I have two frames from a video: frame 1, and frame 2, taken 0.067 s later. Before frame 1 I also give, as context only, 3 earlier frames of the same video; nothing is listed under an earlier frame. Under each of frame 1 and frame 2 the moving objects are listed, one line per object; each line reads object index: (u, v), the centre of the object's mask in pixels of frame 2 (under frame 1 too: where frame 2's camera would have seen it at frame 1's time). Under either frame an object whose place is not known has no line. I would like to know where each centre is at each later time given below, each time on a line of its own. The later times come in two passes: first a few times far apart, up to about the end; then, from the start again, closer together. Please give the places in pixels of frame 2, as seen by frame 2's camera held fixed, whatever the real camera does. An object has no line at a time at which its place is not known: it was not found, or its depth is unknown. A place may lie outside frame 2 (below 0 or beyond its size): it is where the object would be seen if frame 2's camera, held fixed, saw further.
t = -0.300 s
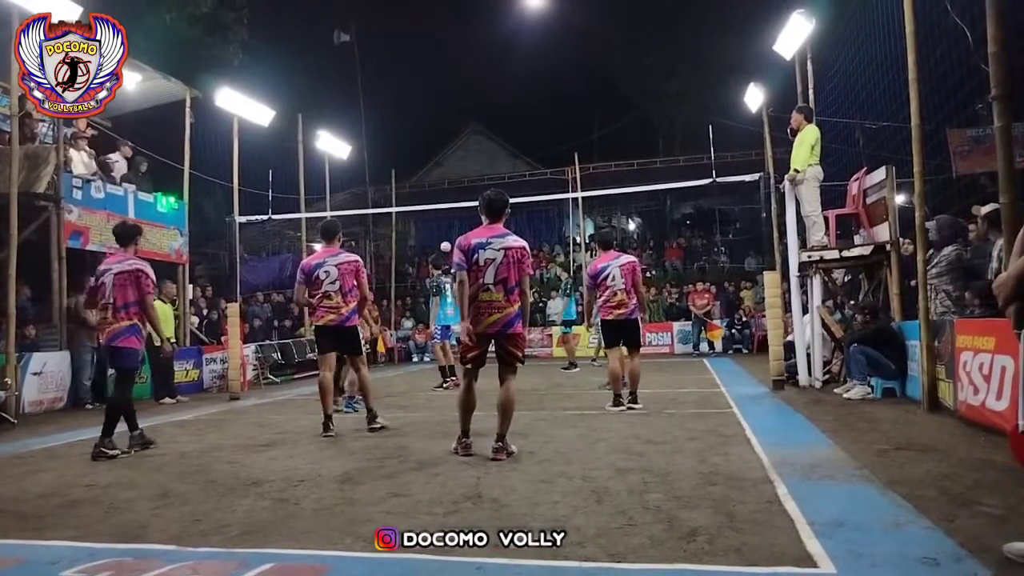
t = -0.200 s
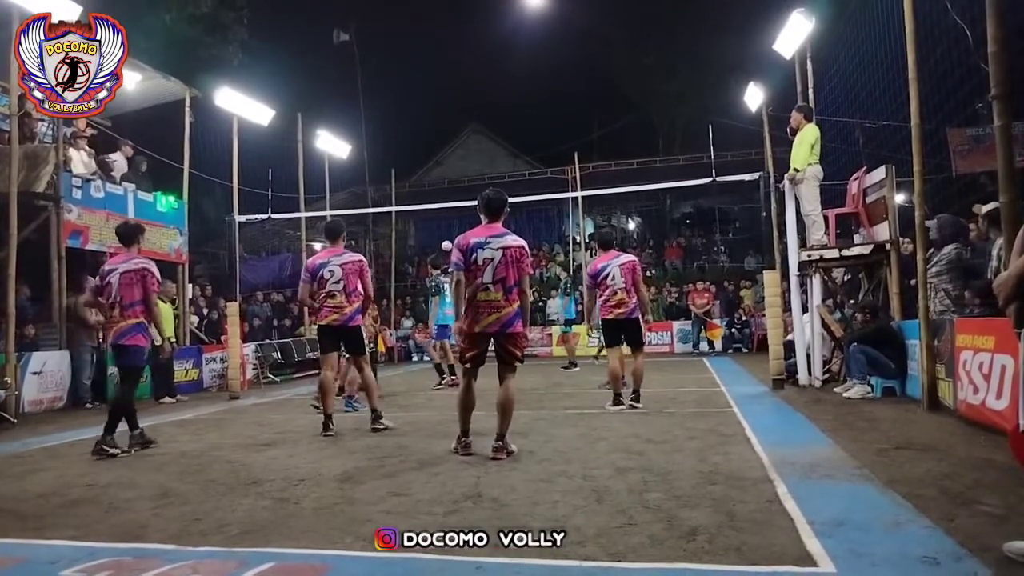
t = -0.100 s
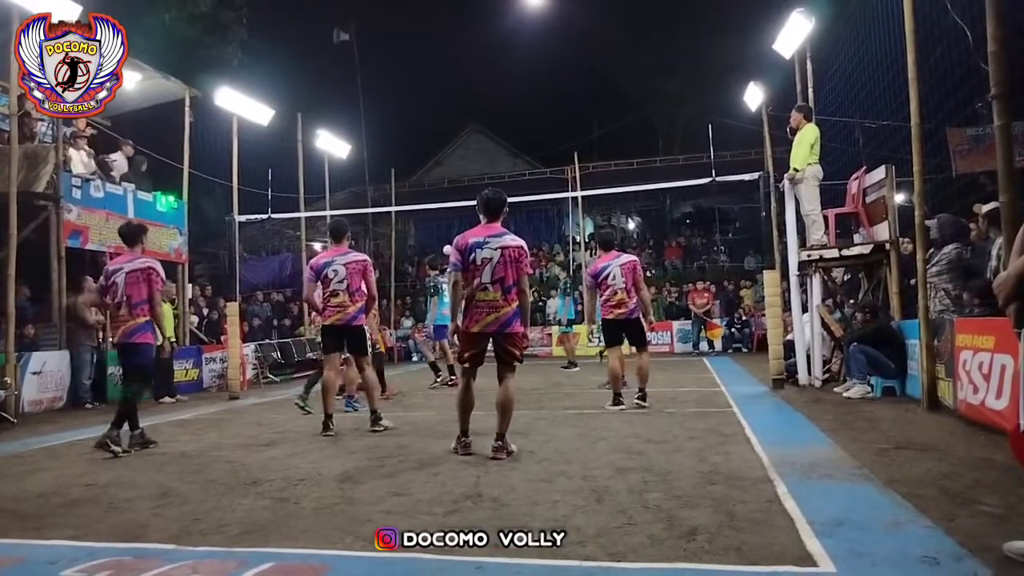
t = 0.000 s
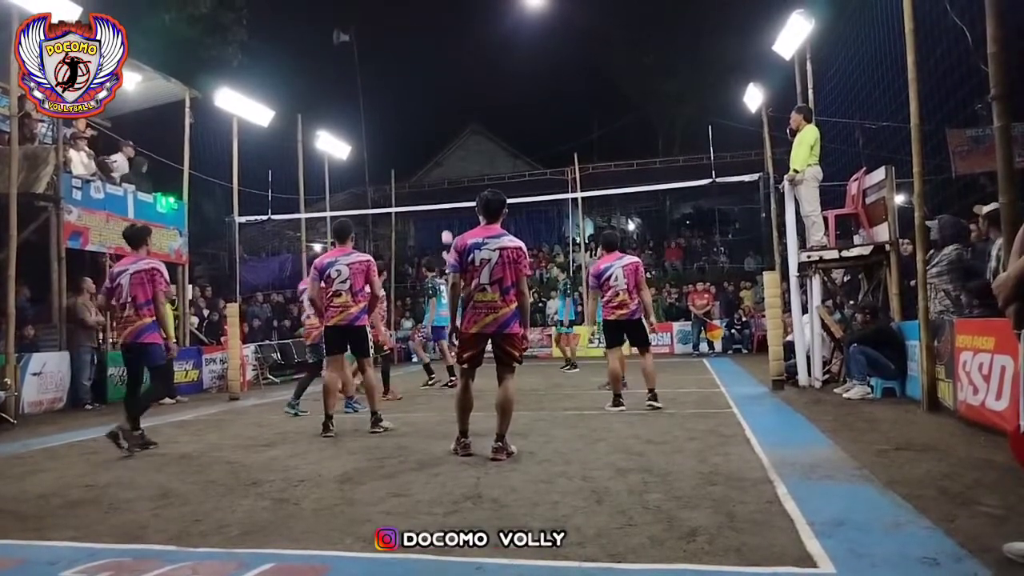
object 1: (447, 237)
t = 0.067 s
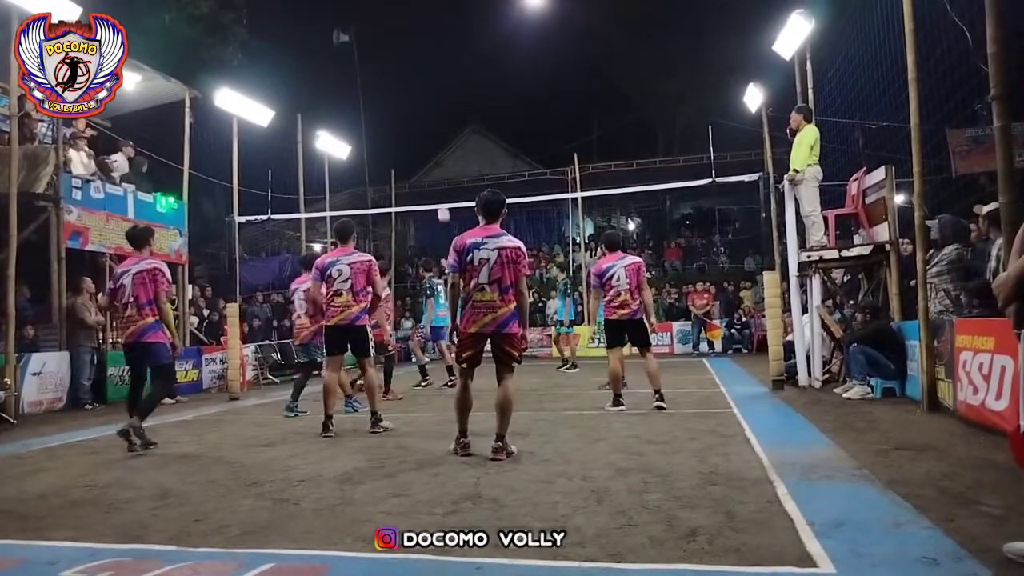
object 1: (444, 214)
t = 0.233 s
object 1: (434, 158)
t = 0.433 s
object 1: (420, 103)
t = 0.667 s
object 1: (388, 62)
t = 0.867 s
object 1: (343, 60)
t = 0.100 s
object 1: (441, 202)
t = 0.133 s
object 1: (440, 191)
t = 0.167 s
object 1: (438, 179)
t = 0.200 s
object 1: (436, 169)
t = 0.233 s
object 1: (434, 158)
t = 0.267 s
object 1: (432, 148)
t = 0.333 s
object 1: (428, 128)
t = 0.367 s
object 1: (425, 119)
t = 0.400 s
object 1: (423, 111)
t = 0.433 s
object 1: (420, 103)
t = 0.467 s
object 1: (417, 96)
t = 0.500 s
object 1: (413, 88)
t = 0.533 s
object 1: (409, 82)
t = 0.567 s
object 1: (405, 75)
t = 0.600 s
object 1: (399, 70)
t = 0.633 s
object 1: (394, 65)
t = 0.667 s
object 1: (388, 62)
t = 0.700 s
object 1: (382, 58)
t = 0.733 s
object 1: (375, 57)
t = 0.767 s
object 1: (368, 56)
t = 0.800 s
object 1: (360, 56)
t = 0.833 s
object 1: (351, 57)
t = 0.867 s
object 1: (343, 60)
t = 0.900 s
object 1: (334, 63)
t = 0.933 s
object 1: (324, 68)
